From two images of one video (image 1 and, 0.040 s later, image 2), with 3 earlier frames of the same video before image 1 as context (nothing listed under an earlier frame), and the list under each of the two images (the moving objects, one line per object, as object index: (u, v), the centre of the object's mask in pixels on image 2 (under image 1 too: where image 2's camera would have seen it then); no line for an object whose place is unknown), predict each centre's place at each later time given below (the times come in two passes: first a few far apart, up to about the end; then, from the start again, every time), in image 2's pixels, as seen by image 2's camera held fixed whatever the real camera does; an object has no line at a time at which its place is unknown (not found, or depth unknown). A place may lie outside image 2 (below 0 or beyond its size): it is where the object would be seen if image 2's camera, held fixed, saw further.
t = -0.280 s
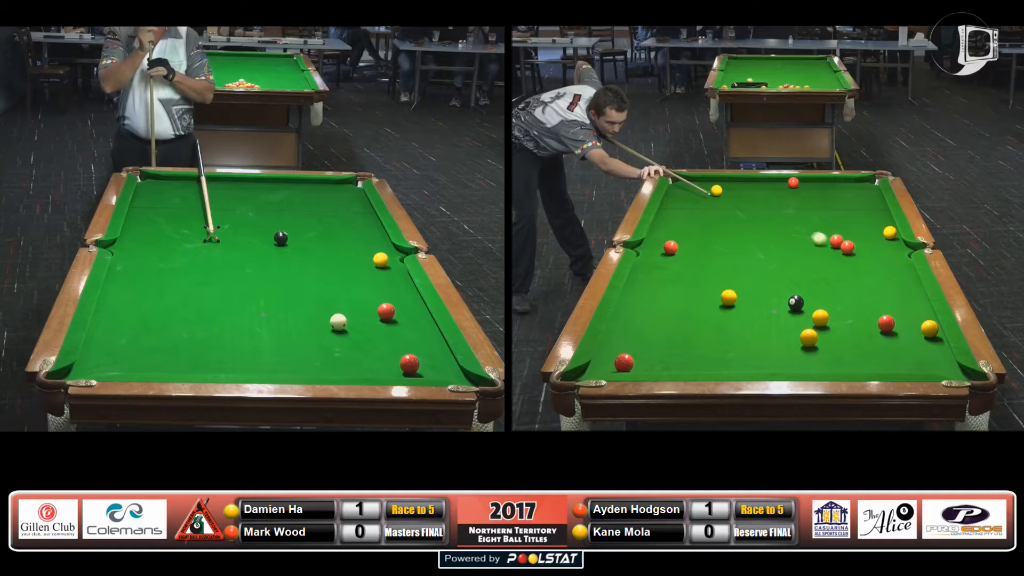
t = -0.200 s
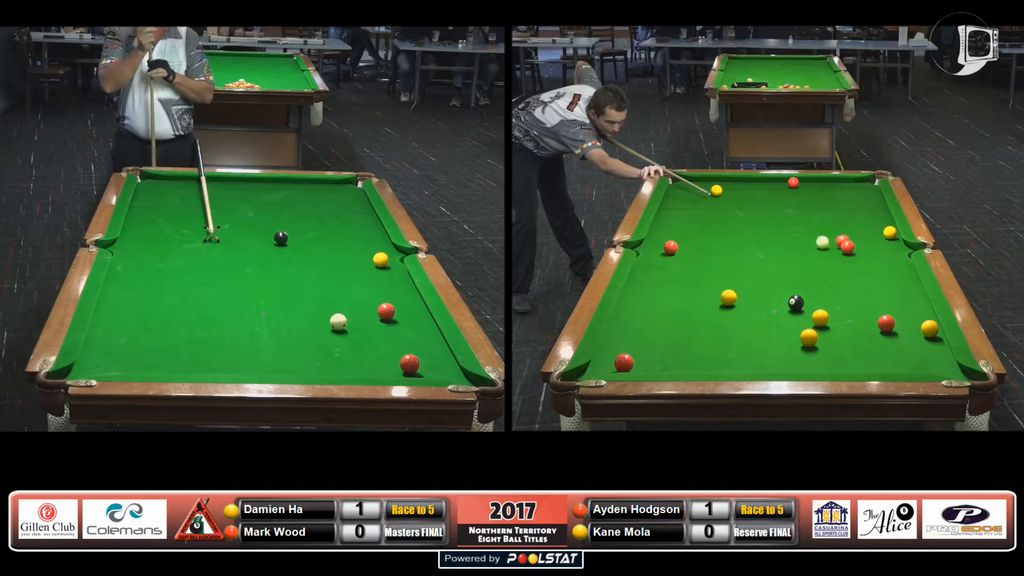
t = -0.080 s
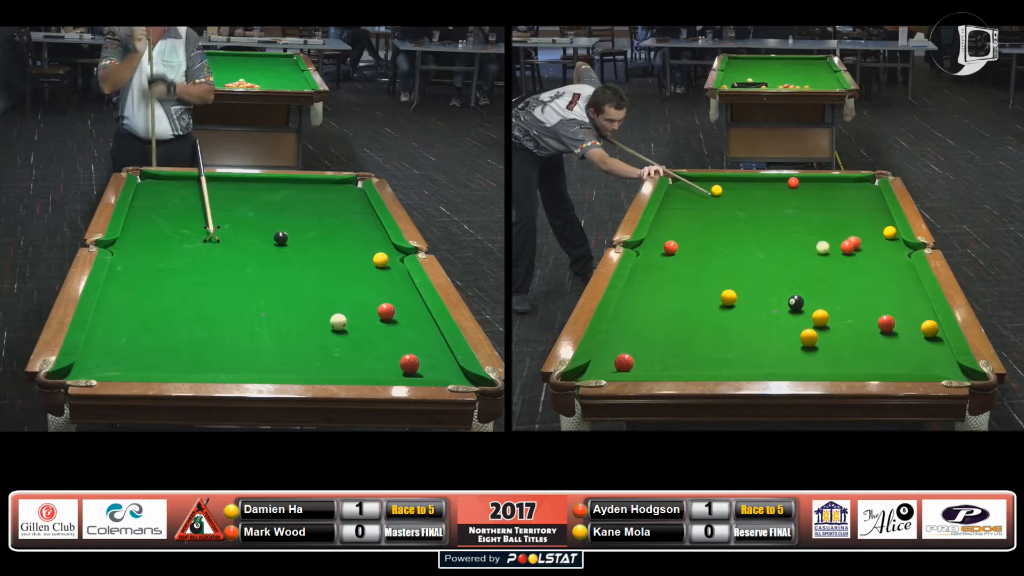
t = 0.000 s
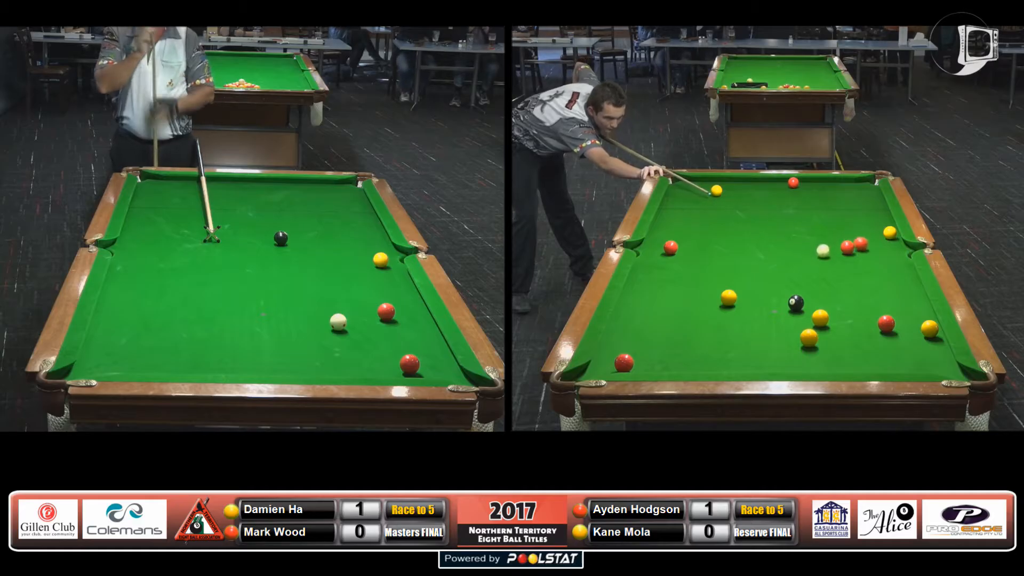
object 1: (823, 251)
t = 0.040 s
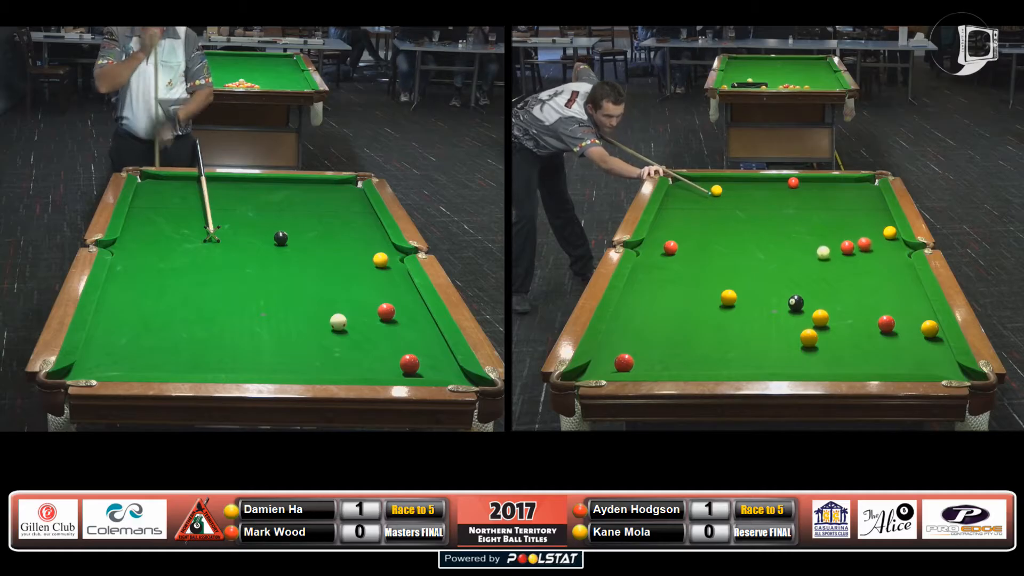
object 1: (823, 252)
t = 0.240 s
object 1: (824, 261)
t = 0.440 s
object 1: (825, 269)
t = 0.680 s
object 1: (826, 280)
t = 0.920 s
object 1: (826, 289)
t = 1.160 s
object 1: (827, 298)
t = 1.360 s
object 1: (828, 305)
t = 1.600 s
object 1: (830, 311)
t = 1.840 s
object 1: (833, 315)
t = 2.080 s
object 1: (837, 316)
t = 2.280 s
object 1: (838, 316)
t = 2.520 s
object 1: (838, 317)
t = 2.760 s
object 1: (838, 316)
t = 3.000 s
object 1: (838, 317)
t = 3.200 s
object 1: (838, 317)
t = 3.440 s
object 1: (838, 317)
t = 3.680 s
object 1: (838, 317)
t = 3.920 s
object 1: (838, 317)
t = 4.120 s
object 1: (838, 317)
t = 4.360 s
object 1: (838, 317)
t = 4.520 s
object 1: (839, 317)
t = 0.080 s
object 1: (823, 255)
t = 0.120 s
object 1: (824, 256)
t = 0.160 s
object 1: (824, 258)
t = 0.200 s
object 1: (824, 259)
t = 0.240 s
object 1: (824, 261)
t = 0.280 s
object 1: (824, 263)
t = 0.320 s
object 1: (824, 264)
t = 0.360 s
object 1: (825, 266)
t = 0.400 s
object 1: (825, 268)
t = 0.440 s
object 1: (825, 269)
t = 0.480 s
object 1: (825, 272)
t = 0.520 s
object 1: (825, 273)
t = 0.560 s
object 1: (825, 275)
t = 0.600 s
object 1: (825, 276)
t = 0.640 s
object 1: (825, 278)
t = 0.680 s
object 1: (826, 280)
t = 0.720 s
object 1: (826, 281)
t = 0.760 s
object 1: (826, 283)
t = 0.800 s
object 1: (826, 284)
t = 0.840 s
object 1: (826, 286)
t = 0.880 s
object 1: (826, 288)
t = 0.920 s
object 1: (826, 289)
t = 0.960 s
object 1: (826, 291)
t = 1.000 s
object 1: (826, 292)
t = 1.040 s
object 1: (827, 294)
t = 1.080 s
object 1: (827, 295)
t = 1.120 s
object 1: (827, 297)
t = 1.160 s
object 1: (827, 298)
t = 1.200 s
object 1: (827, 300)
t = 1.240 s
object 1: (827, 301)
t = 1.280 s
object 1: (827, 302)
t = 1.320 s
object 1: (827, 303)
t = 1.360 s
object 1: (828, 305)
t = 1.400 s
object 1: (828, 306)
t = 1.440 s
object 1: (828, 307)
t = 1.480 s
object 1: (828, 308)
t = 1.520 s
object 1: (829, 309)
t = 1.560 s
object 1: (829, 310)
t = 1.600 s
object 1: (830, 311)
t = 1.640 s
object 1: (830, 312)
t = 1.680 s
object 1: (831, 313)
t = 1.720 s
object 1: (831, 314)
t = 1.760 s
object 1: (832, 314)
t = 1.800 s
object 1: (833, 315)
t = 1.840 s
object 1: (833, 315)
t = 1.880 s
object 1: (834, 315)
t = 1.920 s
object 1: (835, 315)
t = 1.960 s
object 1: (835, 315)
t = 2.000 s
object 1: (836, 316)
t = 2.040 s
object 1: (836, 316)
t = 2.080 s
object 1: (837, 316)
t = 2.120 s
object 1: (837, 316)
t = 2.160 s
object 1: (837, 316)
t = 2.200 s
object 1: (838, 316)
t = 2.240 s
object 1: (838, 316)
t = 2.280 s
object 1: (838, 316)
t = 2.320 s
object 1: (838, 316)
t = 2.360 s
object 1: (839, 317)
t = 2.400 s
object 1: (839, 317)
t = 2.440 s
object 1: (839, 317)
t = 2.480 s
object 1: (839, 317)
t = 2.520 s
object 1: (838, 317)
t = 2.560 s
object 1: (838, 317)
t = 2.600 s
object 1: (838, 317)
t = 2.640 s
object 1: (838, 316)
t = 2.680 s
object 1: (838, 316)
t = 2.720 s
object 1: (838, 316)
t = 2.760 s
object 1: (838, 316)
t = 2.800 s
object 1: (838, 316)
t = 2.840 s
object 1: (838, 317)
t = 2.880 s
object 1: (838, 316)
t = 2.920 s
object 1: (838, 316)
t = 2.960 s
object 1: (838, 316)
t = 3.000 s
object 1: (838, 317)
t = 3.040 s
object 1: (838, 317)
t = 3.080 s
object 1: (838, 317)
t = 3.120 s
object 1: (838, 317)
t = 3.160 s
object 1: (838, 317)
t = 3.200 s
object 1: (838, 317)
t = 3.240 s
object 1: (838, 317)
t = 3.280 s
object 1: (838, 317)
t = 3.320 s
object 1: (838, 317)
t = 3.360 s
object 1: (838, 317)
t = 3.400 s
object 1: (838, 317)
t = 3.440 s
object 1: (838, 317)
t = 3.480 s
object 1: (838, 317)
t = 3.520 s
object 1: (838, 317)
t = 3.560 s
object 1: (838, 317)
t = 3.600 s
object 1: (839, 317)
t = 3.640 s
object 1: (839, 317)
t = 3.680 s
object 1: (838, 317)
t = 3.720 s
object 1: (838, 317)
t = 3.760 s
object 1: (838, 317)
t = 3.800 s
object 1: (838, 317)
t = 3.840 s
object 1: (838, 317)
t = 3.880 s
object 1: (838, 317)
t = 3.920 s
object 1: (838, 317)
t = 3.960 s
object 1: (838, 317)
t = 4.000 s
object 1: (838, 317)
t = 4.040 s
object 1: (838, 317)
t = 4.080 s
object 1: (839, 317)
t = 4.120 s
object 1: (838, 317)
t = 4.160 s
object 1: (838, 317)
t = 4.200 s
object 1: (838, 317)
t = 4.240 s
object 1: (838, 317)
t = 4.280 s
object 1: (838, 317)
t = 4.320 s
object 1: (838, 317)
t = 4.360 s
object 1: (838, 317)
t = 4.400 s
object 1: (838, 317)
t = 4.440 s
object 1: (838, 317)
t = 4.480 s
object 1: (838, 317)
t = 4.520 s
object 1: (839, 317)
